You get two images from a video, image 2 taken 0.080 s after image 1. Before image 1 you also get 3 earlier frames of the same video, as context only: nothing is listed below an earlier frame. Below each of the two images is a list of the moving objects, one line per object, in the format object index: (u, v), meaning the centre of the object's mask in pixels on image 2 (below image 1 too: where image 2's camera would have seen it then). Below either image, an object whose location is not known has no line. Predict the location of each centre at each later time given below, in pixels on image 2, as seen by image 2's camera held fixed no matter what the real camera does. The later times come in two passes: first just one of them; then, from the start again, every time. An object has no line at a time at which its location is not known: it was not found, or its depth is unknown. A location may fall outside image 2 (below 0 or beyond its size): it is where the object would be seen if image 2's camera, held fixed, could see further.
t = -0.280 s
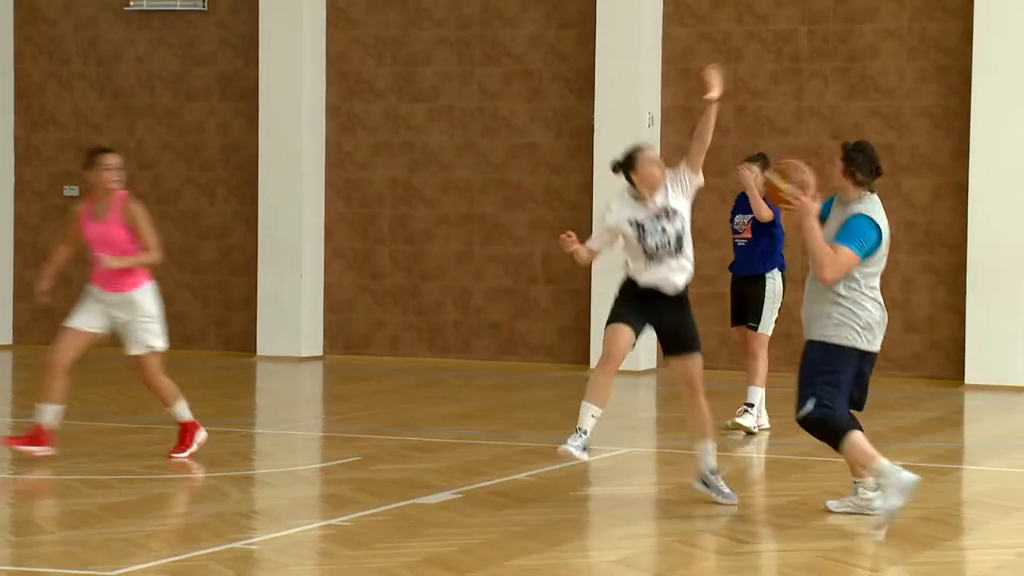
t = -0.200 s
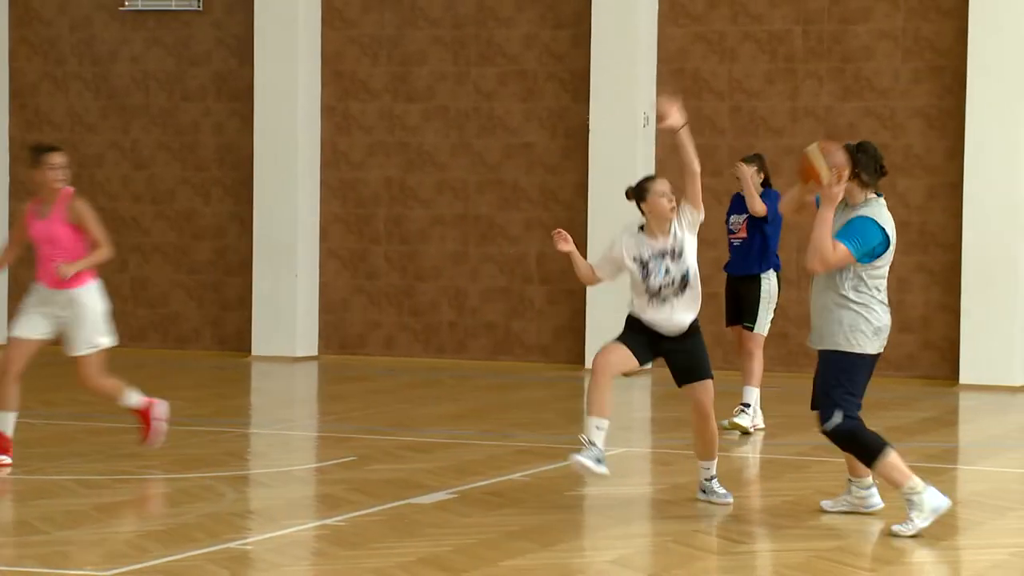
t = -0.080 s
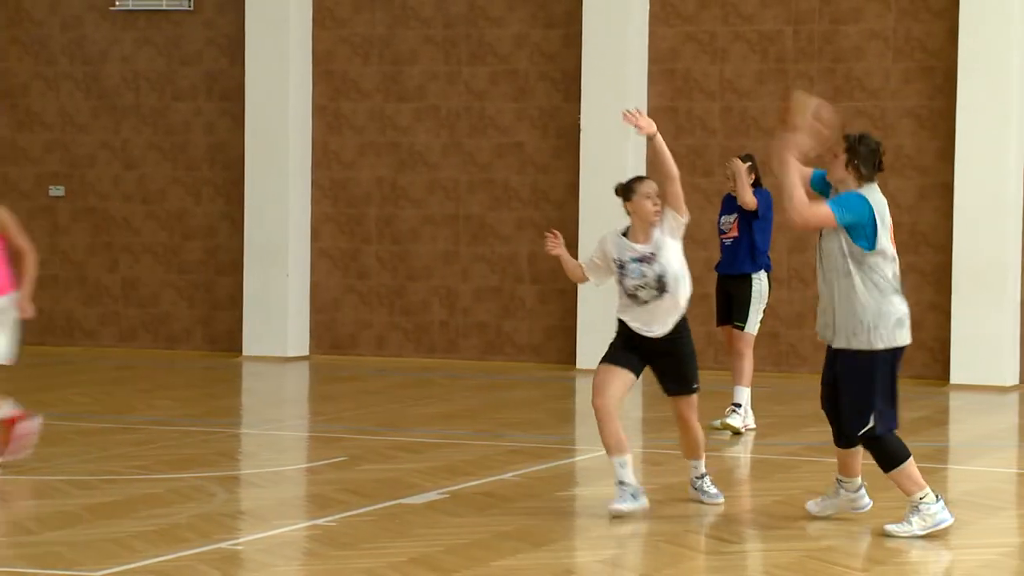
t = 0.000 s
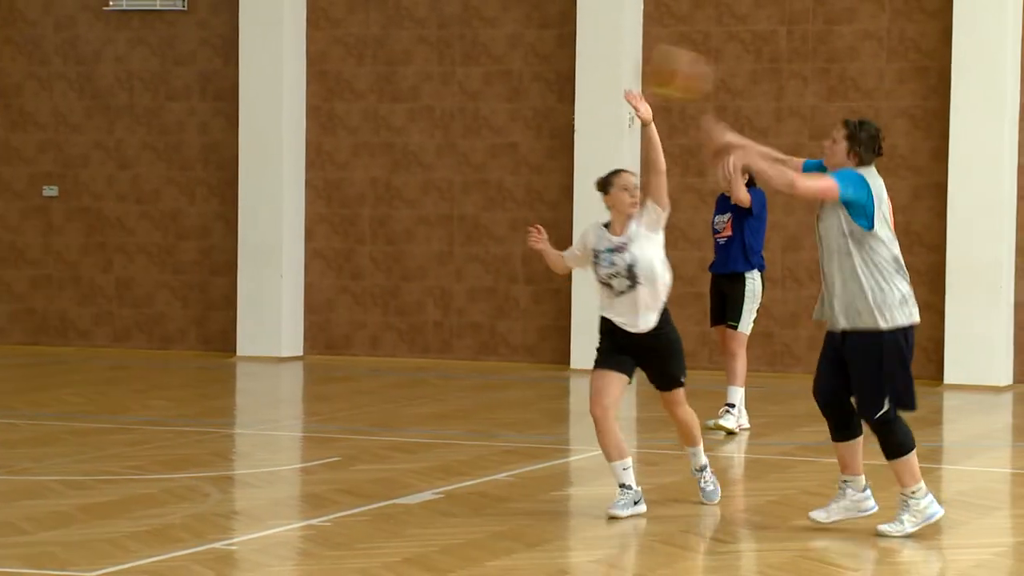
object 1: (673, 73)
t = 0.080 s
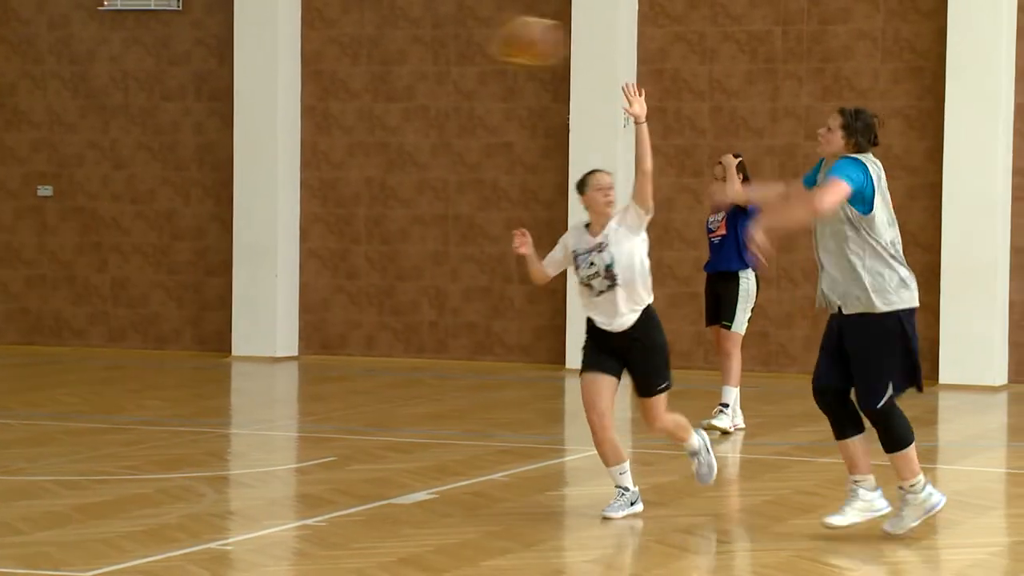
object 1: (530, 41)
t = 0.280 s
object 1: (172, 21)
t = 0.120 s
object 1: (462, 31)
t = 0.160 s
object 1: (389, 23)
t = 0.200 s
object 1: (323, 21)
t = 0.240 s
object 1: (242, 18)
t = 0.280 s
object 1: (172, 21)
